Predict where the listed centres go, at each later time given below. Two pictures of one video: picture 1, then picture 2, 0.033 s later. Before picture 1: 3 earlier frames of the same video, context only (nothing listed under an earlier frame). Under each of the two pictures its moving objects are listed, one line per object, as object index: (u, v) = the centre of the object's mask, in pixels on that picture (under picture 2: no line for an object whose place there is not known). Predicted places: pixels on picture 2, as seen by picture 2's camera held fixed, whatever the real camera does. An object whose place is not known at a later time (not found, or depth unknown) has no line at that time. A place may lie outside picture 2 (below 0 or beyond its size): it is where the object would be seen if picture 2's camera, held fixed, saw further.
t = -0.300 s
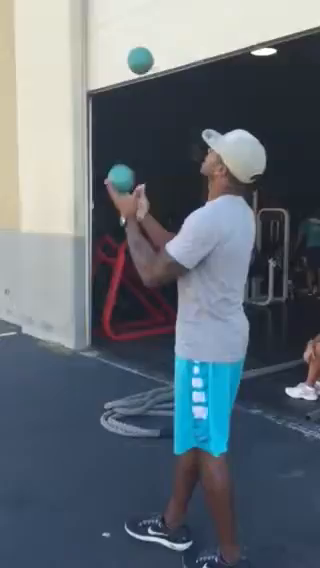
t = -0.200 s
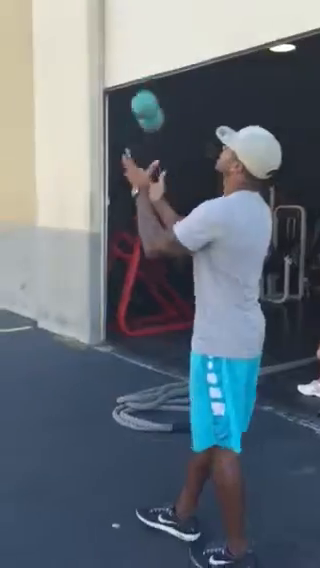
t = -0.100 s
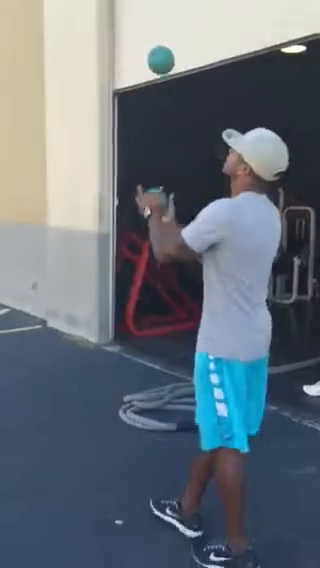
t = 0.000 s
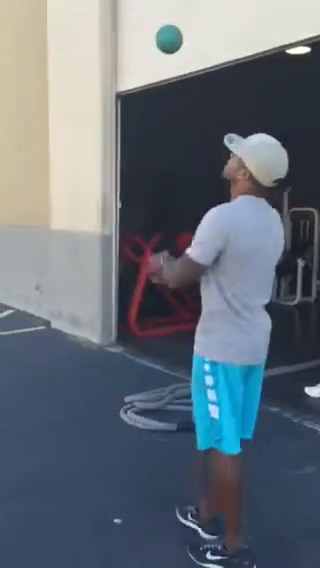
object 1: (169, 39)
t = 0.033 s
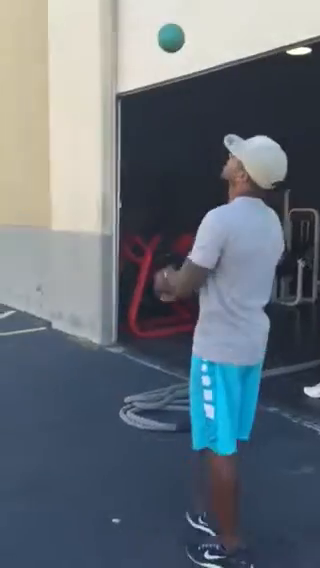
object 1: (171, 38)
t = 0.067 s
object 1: (173, 38)
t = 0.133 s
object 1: (178, 45)
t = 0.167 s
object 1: (180, 53)
